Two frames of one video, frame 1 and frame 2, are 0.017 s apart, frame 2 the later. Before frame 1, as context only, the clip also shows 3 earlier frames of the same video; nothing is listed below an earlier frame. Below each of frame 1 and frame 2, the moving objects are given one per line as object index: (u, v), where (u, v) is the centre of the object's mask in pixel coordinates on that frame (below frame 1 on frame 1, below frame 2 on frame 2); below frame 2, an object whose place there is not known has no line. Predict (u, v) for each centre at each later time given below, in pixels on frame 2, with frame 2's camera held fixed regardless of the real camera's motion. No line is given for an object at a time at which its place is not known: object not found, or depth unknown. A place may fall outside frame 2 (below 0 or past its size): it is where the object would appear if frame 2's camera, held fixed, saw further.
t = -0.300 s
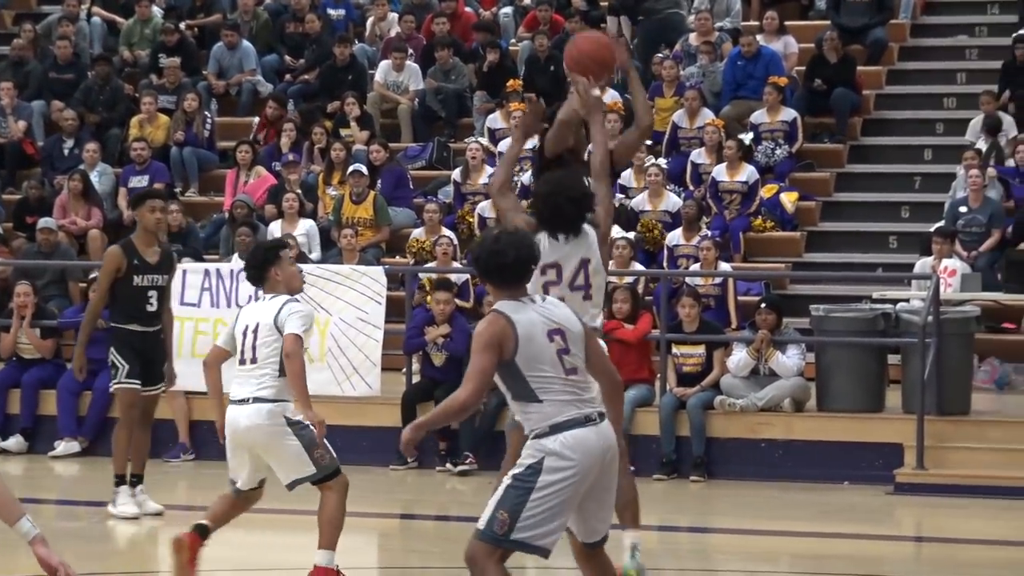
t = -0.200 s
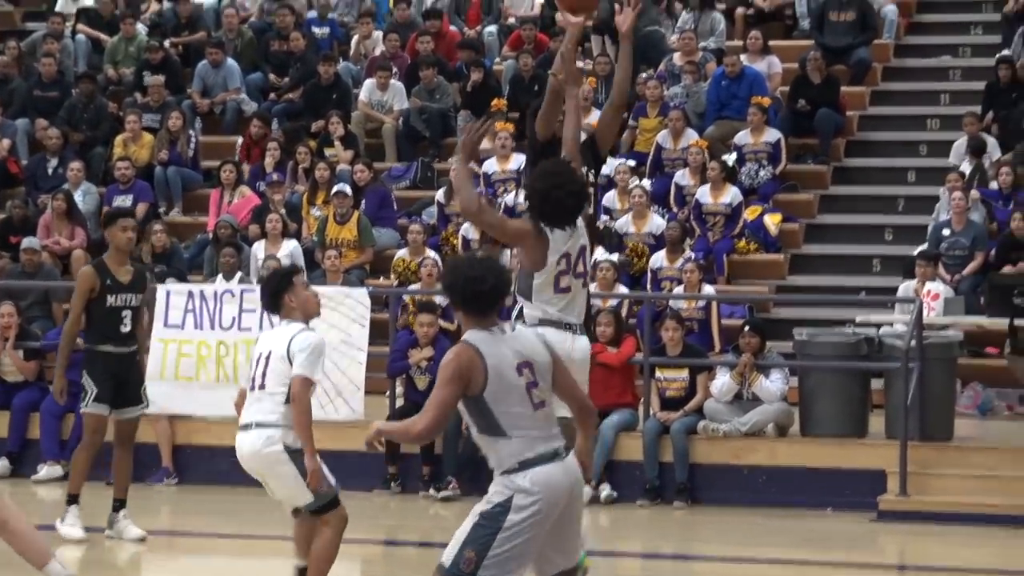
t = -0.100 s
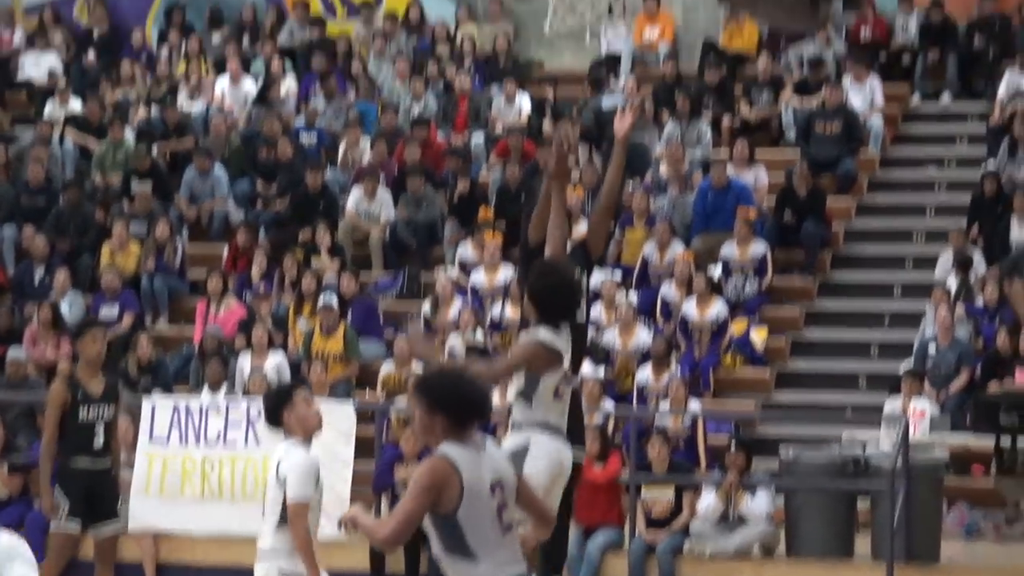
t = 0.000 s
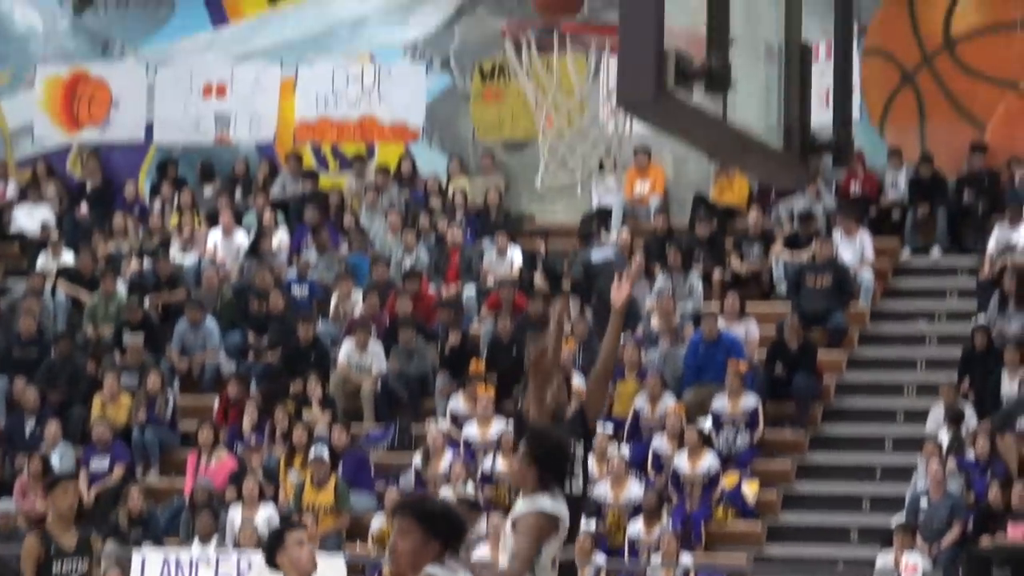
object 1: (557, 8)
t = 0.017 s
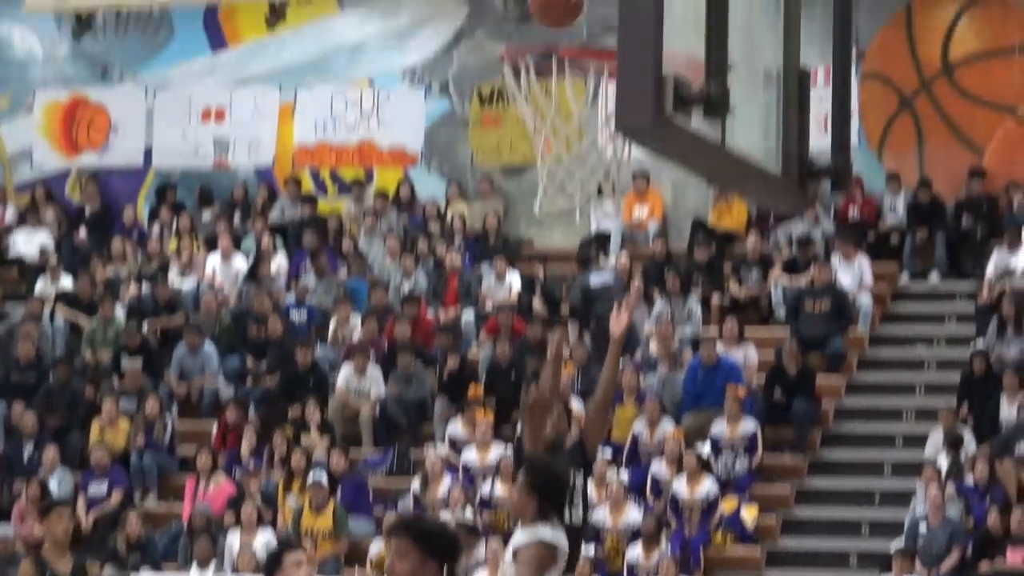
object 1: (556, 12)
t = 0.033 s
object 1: (553, -14)
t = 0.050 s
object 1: (550, -40)
